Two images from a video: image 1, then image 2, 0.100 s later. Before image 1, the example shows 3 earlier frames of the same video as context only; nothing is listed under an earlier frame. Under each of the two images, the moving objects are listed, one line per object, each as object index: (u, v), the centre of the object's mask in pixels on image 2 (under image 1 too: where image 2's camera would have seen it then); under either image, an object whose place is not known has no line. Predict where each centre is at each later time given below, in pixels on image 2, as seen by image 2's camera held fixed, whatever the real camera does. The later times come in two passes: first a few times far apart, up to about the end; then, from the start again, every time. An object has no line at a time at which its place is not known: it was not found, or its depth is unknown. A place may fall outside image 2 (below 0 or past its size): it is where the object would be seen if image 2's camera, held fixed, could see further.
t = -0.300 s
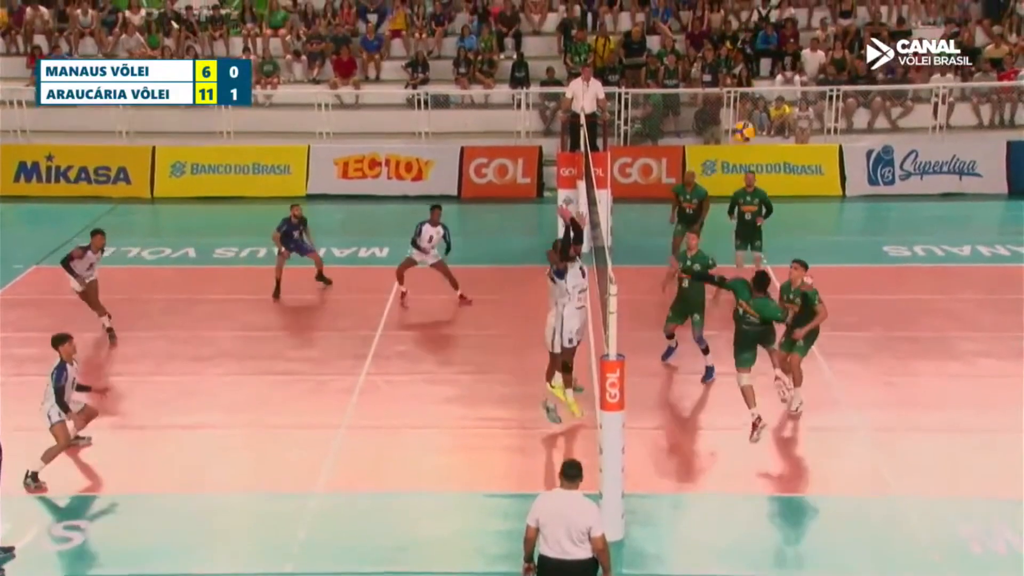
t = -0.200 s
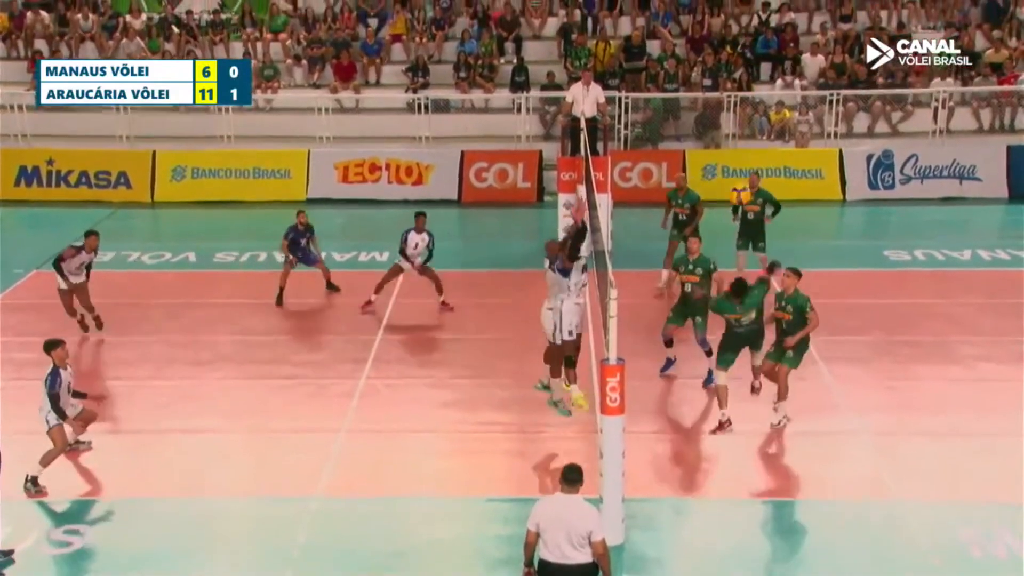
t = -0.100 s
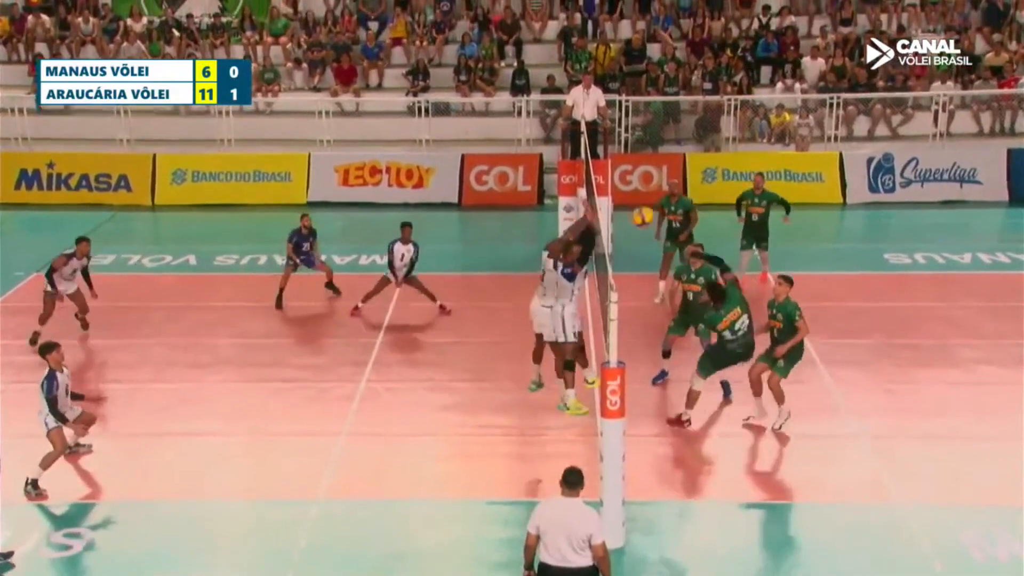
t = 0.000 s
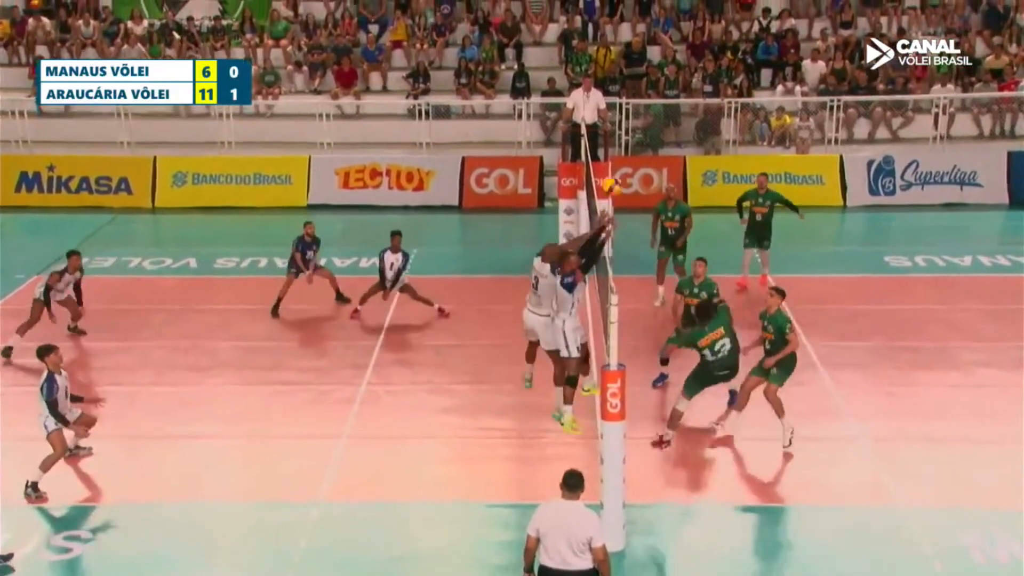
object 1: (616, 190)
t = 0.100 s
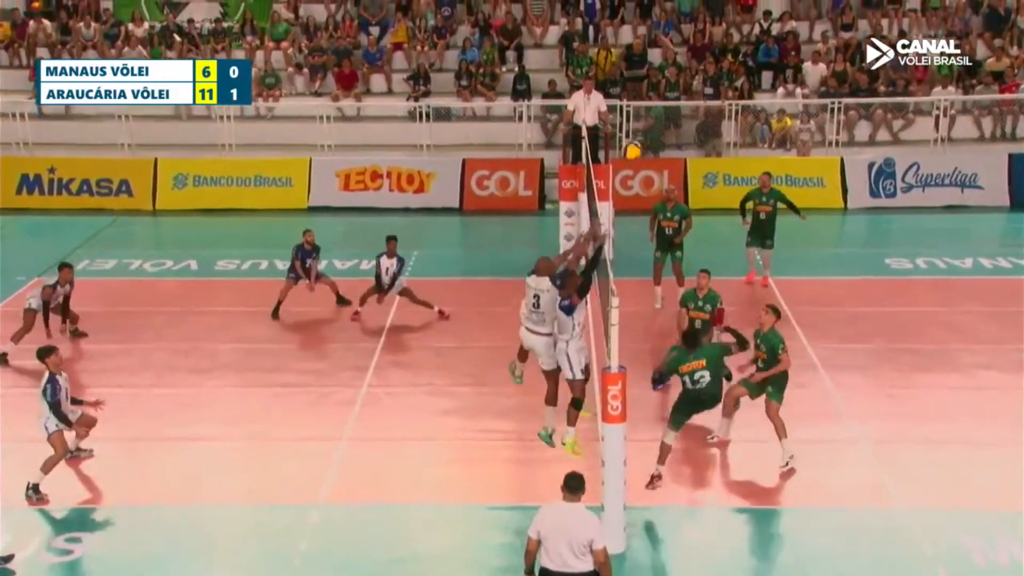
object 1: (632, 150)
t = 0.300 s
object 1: (674, 102)
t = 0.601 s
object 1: (724, 101)
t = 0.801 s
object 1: (761, 149)
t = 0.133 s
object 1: (639, 140)
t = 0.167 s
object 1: (647, 130)
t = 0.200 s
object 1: (655, 121)
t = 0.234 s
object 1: (662, 115)
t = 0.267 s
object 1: (667, 110)
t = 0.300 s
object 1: (674, 102)
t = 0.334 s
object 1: (682, 95)
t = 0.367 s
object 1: (683, 95)
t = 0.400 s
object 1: (691, 92)
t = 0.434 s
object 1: (697, 91)
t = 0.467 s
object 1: (704, 89)
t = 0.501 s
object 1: (710, 93)
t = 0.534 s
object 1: (717, 95)
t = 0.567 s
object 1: (719, 97)
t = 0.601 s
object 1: (724, 101)
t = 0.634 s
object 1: (731, 105)
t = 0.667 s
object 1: (737, 112)
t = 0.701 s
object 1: (743, 119)
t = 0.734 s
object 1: (746, 126)
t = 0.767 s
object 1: (752, 137)
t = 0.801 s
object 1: (761, 149)
